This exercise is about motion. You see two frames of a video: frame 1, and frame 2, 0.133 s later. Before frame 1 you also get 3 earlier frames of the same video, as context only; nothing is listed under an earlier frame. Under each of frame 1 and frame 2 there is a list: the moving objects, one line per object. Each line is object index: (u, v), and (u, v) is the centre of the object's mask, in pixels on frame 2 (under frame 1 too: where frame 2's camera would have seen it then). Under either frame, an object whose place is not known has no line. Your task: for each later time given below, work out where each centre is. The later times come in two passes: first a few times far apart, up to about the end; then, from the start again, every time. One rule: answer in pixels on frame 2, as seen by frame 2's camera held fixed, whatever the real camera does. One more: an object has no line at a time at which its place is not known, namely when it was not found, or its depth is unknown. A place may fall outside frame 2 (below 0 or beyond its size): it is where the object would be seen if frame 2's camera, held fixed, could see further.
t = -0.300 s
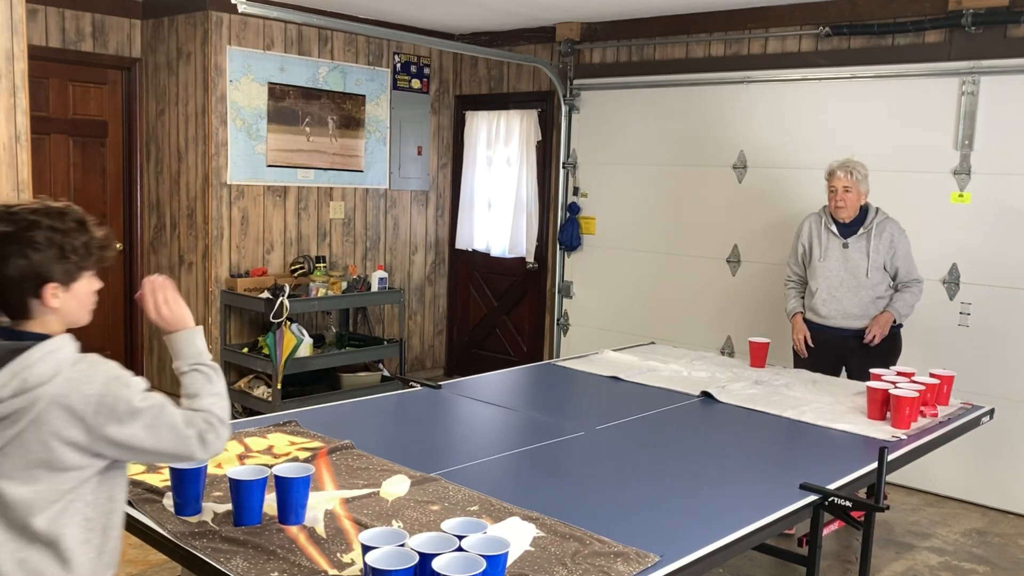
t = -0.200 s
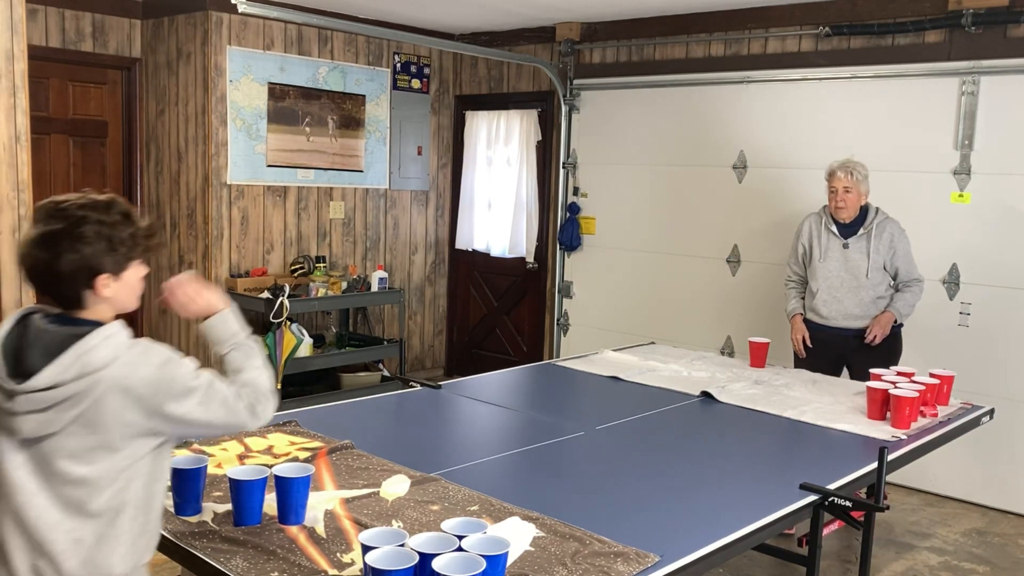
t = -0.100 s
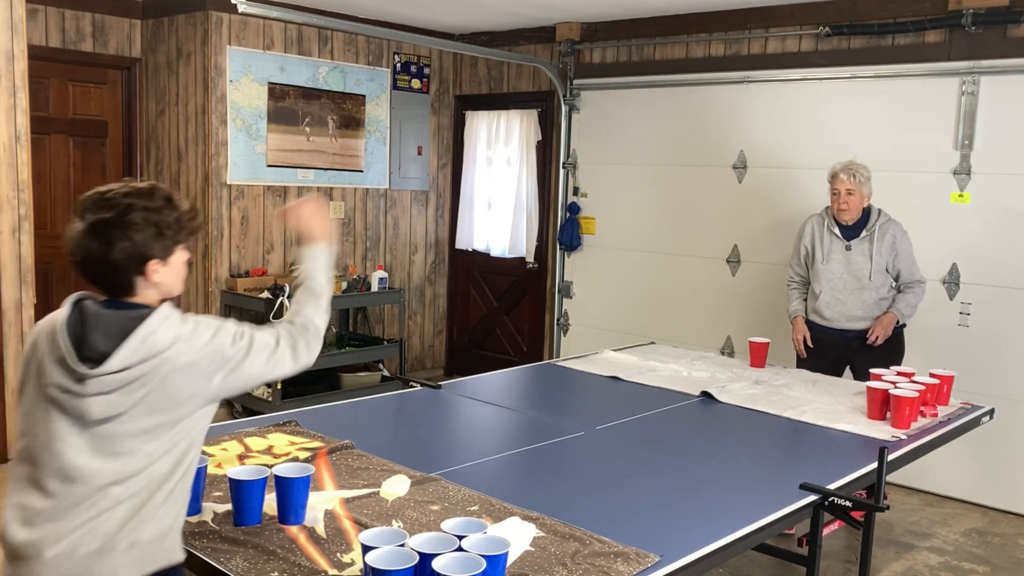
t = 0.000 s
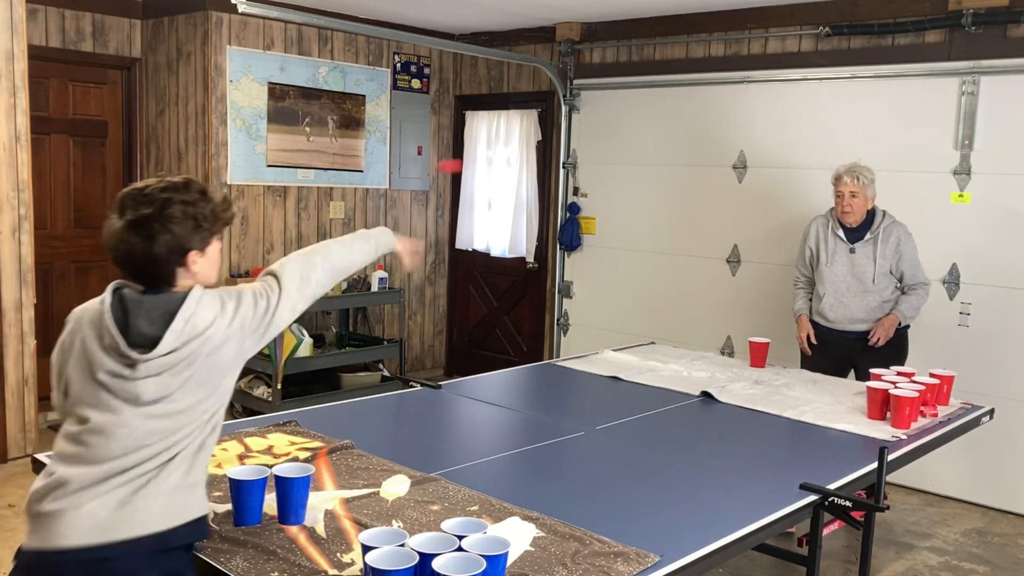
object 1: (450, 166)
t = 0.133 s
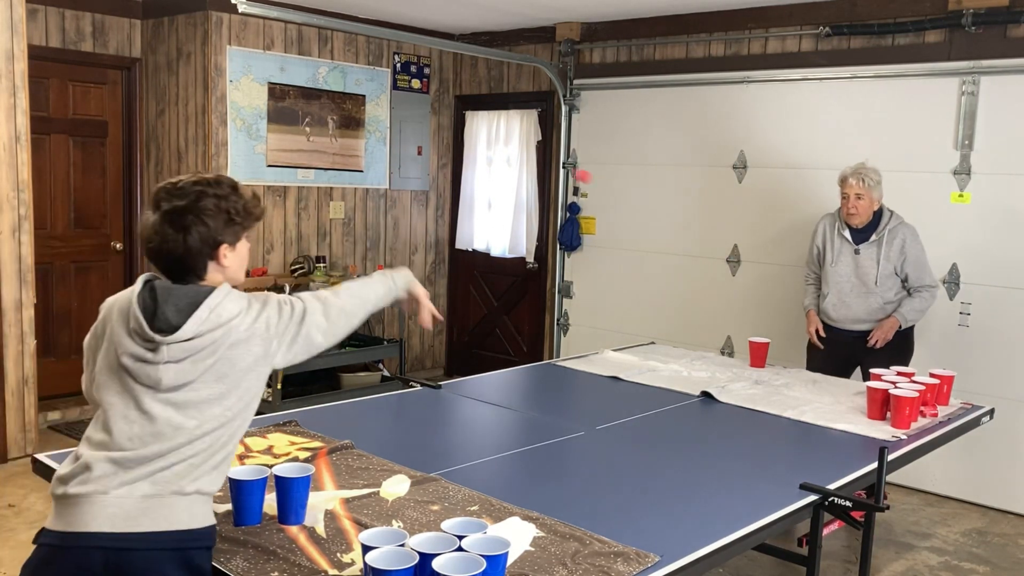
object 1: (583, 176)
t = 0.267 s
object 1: (671, 232)
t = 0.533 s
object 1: (718, 332)
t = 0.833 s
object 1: (636, 338)
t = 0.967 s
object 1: (604, 332)
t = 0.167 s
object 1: (607, 186)
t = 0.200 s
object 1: (631, 199)
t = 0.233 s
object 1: (651, 214)
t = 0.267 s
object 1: (671, 232)
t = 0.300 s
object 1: (689, 251)
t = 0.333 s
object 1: (705, 271)
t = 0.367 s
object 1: (719, 293)
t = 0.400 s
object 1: (732, 317)
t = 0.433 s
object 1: (744, 341)
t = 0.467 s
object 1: (737, 359)
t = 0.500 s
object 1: (727, 345)
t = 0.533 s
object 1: (718, 332)
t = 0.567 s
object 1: (709, 323)
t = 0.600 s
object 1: (699, 316)
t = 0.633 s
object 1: (690, 312)
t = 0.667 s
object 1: (681, 310)
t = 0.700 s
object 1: (672, 311)
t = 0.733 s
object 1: (663, 314)
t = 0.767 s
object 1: (654, 320)
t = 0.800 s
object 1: (645, 328)
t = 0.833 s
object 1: (636, 338)
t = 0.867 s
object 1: (627, 344)
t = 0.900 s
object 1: (620, 338)
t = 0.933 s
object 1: (612, 333)
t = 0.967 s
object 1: (604, 332)
